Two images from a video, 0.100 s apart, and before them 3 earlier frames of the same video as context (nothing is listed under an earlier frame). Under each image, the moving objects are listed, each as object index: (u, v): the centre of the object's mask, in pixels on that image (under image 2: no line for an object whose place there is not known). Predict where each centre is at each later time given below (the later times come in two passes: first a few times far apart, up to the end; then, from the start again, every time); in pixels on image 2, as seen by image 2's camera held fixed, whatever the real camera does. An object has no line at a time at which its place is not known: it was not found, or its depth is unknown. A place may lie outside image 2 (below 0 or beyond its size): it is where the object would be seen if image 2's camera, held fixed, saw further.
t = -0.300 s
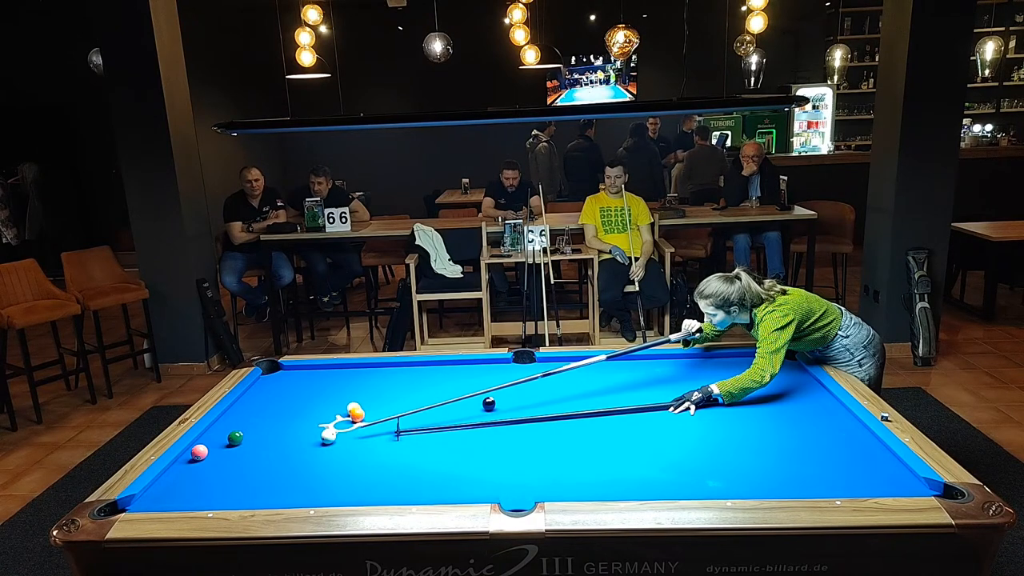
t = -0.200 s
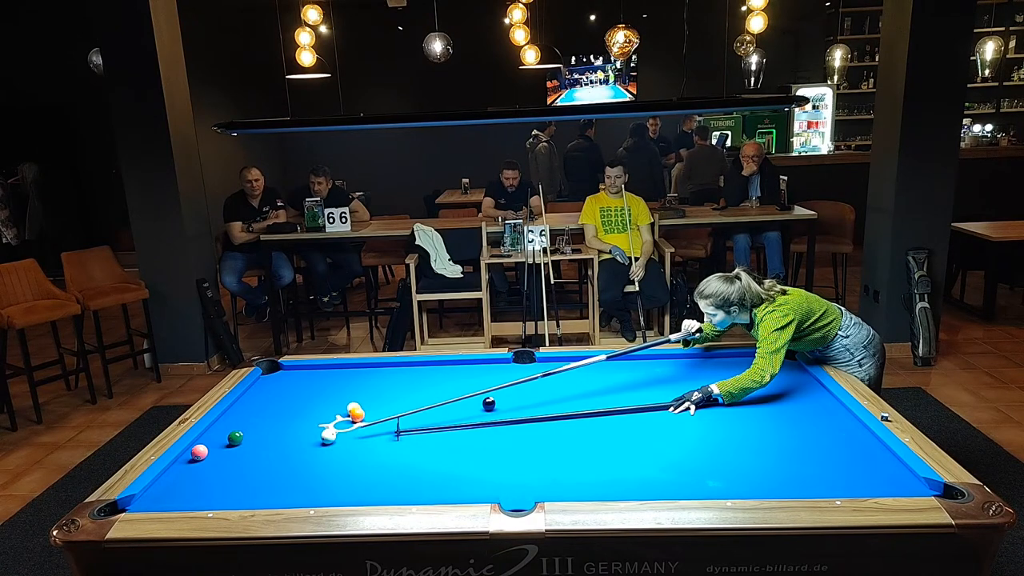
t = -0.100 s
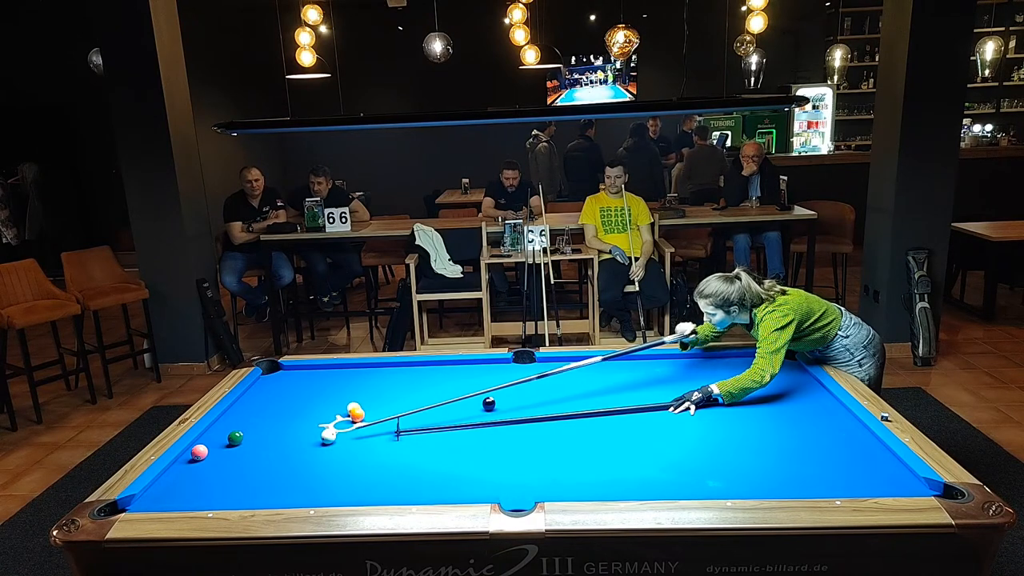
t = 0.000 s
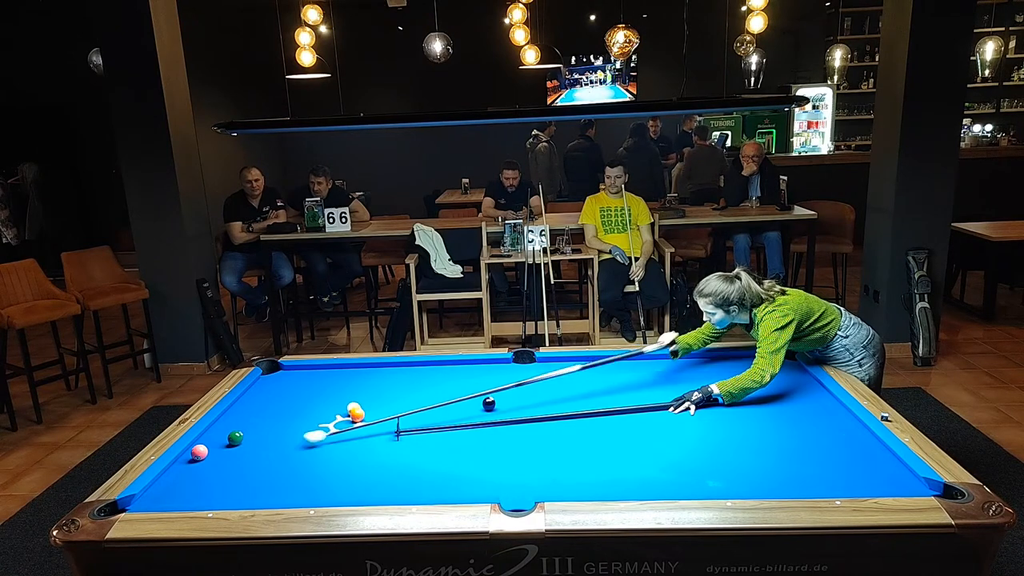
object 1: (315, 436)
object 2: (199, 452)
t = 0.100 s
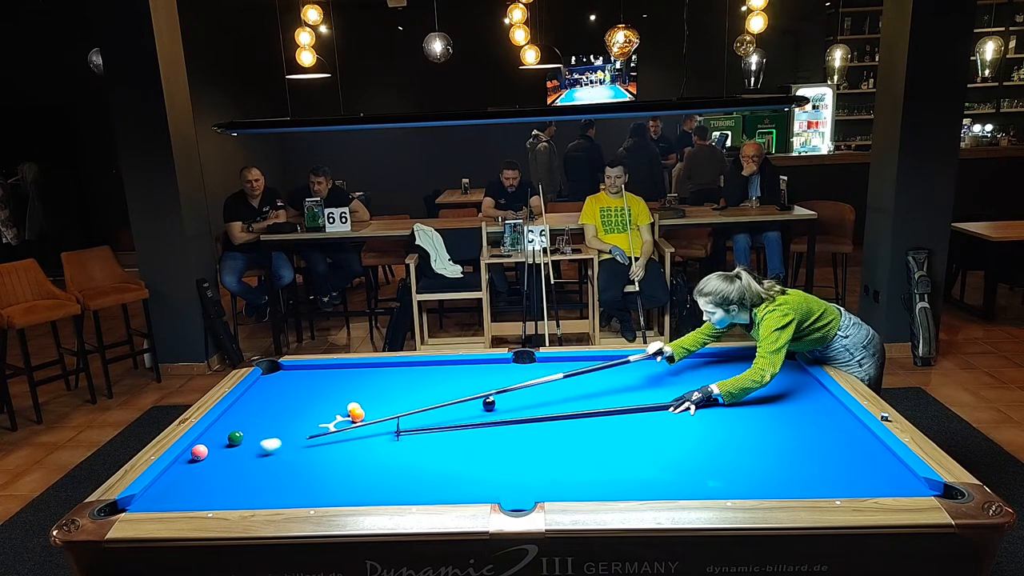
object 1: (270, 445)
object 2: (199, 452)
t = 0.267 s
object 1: (199, 458)
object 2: (199, 448)
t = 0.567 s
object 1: (206, 479)
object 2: (196, 445)
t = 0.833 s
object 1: (241, 494)
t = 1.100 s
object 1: (290, 490)
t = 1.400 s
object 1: (343, 479)
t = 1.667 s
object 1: (386, 469)
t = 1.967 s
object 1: (430, 459)
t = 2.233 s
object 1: (466, 451)
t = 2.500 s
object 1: (499, 444)
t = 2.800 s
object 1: (532, 436)
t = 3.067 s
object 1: (559, 430)
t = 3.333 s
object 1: (584, 424)
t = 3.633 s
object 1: (610, 418)
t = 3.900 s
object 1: (630, 414)
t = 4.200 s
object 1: (651, 408)
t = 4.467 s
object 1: (668, 405)
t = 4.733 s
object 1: (684, 401)
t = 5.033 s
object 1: (699, 397)
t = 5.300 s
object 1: (711, 394)
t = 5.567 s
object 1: (722, 392)
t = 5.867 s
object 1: (733, 390)
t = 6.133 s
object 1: (741, 388)
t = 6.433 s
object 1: (749, 386)
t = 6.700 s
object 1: (754, 385)
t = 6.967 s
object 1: (758, 384)
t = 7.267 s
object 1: (761, 383)
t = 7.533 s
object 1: (763, 383)
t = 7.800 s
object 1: (764, 382)
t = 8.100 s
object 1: (764, 382)
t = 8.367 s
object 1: (764, 382)
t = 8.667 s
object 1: (765, 382)
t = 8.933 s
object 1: (765, 382)
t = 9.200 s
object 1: (765, 382)
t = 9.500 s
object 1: (765, 382)
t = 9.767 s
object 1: (764, 382)
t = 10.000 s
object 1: (764, 382)
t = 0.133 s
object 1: (256, 447)
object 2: (199, 452)
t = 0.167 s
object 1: (242, 450)
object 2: (199, 452)
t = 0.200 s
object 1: (228, 452)
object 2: (199, 452)
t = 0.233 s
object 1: (215, 455)
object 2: (199, 452)
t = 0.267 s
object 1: (199, 458)
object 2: (199, 448)
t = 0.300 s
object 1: (186, 461)
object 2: (199, 450)
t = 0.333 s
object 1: (175, 465)
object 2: (198, 450)
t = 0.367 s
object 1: (181, 467)
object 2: (197, 449)
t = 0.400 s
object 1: (186, 469)
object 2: (197, 448)
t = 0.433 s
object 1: (190, 471)
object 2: (196, 447)
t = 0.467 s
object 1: (194, 473)
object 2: (196, 447)
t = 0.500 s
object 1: (198, 475)
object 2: (195, 446)
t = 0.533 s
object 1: (202, 477)
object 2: (195, 445)
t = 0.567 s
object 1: (206, 479)
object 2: (196, 445)
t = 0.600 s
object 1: (210, 481)
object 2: (197, 444)
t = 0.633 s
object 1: (215, 483)
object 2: (198, 444)
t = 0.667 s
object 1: (219, 485)
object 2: (199, 443)
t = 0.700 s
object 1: (223, 487)
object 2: (200, 443)
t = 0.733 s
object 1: (228, 489)
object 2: (201, 442)
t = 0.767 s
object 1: (232, 491)
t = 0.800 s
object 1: (237, 493)
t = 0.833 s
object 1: (241, 494)
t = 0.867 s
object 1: (246, 496)
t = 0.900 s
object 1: (251, 497)
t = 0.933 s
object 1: (257, 496)
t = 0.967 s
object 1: (264, 495)
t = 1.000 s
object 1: (271, 494)
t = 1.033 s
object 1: (277, 493)
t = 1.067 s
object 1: (283, 491)
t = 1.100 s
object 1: (290, 490)
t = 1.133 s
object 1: (296, 489)
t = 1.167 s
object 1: (302, 488)
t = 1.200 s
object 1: (308, 486)
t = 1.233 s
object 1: (314, 485)
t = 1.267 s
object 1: (320, 484)
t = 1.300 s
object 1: (325, 482)
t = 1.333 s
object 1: (331, 481)
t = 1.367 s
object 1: (337, 480)
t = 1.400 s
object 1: (343, 479)
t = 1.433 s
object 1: (348, 477)
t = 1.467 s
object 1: (354, 476)
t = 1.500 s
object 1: (359, 475)
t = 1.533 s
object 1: (365, 473)
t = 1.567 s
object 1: (370, 473)
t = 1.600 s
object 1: (375, 472)
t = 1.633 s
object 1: (381, 470)
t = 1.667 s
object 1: (386, 469)
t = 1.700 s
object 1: (391, 468)
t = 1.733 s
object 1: (396, 467)
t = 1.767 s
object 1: (401, 466)
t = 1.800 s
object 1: (406, 465)
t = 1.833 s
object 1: (411, 464)
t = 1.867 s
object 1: (416, 462)
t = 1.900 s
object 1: (420, 461)
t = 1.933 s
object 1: (425, 460)
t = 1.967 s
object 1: (430, 459)
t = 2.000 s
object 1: (434, 458)
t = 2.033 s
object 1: (439, 458)
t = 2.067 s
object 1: (444, 456)
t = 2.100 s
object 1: (448, 455)
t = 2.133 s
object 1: (453, 454)
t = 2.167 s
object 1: (457, 453)
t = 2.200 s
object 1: (461, 452)
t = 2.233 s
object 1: (466, 451)
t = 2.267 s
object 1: (470, 450)
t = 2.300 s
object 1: (474, 449)
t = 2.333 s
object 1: (478, 448)
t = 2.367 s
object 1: (483, 447)
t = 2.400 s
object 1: (487, 446)
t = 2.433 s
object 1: (490, 446)
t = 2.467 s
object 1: (495, 444)
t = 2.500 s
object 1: (499, 444)
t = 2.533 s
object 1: (502, 443)
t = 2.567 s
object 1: (506, 442)
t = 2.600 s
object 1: (510, 441)
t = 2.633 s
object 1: (514, 440)
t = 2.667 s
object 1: (518, 439)
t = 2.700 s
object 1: (521, 438)
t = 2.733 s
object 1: (525, 438)
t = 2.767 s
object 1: (528, 437)
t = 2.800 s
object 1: (532, 436)
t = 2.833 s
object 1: (536, 435)
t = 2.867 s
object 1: (539, 434)
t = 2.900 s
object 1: (542, 434)
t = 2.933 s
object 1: (546, 433)
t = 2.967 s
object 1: (549, 432)
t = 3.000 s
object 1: (553, 431)
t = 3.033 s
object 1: (556, 431)
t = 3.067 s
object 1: (559, 430)
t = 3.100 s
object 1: (563, 429)
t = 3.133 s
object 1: (566, 428)
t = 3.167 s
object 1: (569, 427)
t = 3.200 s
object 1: (572, 427)
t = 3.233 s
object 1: (575, 426)
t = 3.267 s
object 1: (578, 425)
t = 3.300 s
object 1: (581, 425)
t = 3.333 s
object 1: (584, 424)
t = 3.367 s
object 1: (587, 423)
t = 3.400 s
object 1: (590, 423)
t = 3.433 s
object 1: (593, 422)
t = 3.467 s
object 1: (596, 421)
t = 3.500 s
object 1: (598, 421)
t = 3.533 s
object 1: (601, 420)
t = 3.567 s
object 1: (604, 420)
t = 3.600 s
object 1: (607, 419)
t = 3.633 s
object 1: (610, 418)
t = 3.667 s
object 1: (612, 418)
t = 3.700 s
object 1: (615, 417)
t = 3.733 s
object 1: (618, 417)
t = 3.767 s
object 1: (620, 416)
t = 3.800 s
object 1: (623, 415)
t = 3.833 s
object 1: (625, 414)
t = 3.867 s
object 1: (628, 414)
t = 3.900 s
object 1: (630, 414)
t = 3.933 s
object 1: (633, 413)
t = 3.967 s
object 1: (635, 412)
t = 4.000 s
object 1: (638, 411)
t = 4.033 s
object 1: (640, 411)
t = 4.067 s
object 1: (642, 411)
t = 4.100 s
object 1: (645, 410)
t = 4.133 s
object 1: (647, 410)
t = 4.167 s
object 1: (649, 409)
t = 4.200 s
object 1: (651, 408)
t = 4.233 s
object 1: (653, 408)
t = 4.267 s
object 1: (656, 407)
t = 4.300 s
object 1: (658, 407)
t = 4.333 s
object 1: (660, 406)
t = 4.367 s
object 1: (662, 405)
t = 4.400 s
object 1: (664, 405)
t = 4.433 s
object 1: (666, 405)
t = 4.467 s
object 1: (668, 405)
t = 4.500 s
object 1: (670, 404)
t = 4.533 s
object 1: (672, 404)
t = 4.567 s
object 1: (674, 403)
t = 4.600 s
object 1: (676, 402)
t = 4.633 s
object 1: (678, 402)
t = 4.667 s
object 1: (680, 402)
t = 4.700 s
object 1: (682, 401)
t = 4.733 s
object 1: (684, 401)
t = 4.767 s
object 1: (685, 401)
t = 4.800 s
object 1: (687, 400)
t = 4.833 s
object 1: (689, 399)
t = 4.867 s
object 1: (691, 399)
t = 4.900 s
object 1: (692, 399)
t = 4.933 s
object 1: (694, 398)
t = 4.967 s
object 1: (696, 398)
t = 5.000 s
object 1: (697, 398)
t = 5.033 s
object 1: (699, 397)
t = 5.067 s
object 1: (700, 397)
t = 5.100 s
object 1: (702, 397)
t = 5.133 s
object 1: (703, 396)
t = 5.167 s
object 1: (705, 396)
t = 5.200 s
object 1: (706, 396)
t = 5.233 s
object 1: (708, 395)
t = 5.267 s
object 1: (710, 395)
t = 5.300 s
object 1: (711, 394)
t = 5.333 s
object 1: (713, 394)
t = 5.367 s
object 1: (714, 394)
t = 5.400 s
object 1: (715, 394)
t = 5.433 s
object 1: (717, 393)
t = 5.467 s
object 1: (718, 393)
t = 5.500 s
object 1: (720, 393)
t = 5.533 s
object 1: (721, 392)
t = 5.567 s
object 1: (722, 392)
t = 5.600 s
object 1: (723, 392)
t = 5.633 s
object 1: (724, 391)
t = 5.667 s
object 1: (726, 391)
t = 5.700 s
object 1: (727, 391)
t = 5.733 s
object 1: (728, 391)
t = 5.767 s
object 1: (729, 391)
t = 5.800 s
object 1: (731, 390)
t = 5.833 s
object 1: (732, 390)
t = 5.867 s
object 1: (733, 390)
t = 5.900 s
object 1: (734, 389)
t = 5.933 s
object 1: (735, 389)
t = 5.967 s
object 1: (736, 389)
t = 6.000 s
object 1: (737, 389)
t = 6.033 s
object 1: (738, 388)
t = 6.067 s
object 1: (739, 388)
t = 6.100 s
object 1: (740, 388)
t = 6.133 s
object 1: (741, 388)
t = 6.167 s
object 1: (742, 387)
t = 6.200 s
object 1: (743, 387)
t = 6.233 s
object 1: (744, 387)
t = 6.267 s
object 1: (744, 387)
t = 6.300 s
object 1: (746, 387)
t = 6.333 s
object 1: (746, 387)
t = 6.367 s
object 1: (747, 387)
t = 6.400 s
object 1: (748, 387)
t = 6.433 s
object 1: (749, 386)
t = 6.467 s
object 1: (750, 386)
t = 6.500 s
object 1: (750, 386)
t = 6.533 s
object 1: (751, 386)
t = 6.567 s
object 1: (752, 386)
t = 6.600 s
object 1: (753, 386)
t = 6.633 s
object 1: (753, 386)
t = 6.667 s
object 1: (754, 385)
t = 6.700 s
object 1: (754, 385)
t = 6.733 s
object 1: (755, 385)
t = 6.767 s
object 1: (756, 385)
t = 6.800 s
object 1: (756, 385)
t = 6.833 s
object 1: (757, 384)
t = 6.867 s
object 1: (757, 384)
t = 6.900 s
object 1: (758, 384)
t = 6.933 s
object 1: (758, 384)
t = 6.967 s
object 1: (758, 384)
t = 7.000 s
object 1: (759, 384)
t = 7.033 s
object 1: (759, 384)
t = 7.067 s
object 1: (760, 384)
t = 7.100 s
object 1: (760, 384)
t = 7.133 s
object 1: (760, 383)
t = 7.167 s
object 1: (761, 383)
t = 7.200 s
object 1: (761, 383)
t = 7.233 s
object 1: (761, 383)
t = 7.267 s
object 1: (761, 383)
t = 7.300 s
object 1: (762, 383)
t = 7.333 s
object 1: (762, 383)
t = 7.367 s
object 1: (763, 383)
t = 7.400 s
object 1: (762, 383)
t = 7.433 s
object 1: (763, 383)
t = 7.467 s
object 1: (763, 383)
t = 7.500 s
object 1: (763, 383)
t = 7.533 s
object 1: (763, 383)
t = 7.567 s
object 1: (764, 383)
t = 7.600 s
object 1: (764, 383)
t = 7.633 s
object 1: (764, 383)
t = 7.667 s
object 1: (764, 383)
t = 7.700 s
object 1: (764, 383)
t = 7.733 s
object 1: (764, 383)
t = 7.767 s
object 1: (764, 382)
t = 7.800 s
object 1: (764, 382)
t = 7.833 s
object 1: (765, 382)
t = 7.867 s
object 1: (765, 382)
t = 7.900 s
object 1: (765, 382)
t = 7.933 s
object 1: (765, 382)
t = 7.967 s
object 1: (765, 382)
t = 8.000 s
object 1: (764, 382)
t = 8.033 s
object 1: (764, 382)
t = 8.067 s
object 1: (764, 382)
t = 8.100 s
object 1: (764, 382)
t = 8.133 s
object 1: (764, 382)
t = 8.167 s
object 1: (764, 382)
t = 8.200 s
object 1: (764, 382)
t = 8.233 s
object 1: (764, 382)
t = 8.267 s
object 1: (764, 382)
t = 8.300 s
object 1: (764, 382)
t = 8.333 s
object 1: (764, 382)
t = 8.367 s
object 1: (764, 382)
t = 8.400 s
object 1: (764, 382)
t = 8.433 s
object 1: (764, 382)
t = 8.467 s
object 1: (764, 382)
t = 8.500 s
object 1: (765, 382)
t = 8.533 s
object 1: (765, 382)
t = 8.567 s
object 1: (764, 382)
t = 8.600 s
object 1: (765, 382)
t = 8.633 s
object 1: (765, 382)
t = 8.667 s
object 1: (765, 382)
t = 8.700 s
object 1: (765, 382)
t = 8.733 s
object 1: (765, 382)
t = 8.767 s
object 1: (765, 382)
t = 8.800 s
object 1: (765, 382)
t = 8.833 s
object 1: (765, 382)
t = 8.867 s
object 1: (765, 382)
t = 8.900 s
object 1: (765, 382)
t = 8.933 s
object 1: (765, 382)
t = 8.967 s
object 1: (765, 382)
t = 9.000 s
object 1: (765, 382)
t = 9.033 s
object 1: (765, 382)
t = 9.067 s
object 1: (765, 382)
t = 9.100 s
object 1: (764, 382)
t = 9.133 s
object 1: (765, 382)
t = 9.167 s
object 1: (764, 382)
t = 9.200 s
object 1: (765, 382)
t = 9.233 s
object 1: (765, 382)
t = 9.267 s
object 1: (765, 382)
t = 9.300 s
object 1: (764, 382)
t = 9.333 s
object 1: (764, 382)
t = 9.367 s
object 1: (764, 382)
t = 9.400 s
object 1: (764, 382)
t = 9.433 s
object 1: (764, 382)
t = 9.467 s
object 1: (765, 382)
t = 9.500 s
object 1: (765, 382)
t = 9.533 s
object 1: (765, 382)
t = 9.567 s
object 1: (764, 382)
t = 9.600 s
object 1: (764, 382)
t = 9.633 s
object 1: (765, 382)
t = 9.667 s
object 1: (765, 382)
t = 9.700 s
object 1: (764, 382)
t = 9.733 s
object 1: (765, 382)
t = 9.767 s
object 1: (764, 382)
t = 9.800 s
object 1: (764, 382)
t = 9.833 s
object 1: (764, 382)
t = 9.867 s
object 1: (764, 382)
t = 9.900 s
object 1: (764, 382)
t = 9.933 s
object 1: (764, 382)
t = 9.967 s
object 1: (764, 382)
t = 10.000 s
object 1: (764, 382)
